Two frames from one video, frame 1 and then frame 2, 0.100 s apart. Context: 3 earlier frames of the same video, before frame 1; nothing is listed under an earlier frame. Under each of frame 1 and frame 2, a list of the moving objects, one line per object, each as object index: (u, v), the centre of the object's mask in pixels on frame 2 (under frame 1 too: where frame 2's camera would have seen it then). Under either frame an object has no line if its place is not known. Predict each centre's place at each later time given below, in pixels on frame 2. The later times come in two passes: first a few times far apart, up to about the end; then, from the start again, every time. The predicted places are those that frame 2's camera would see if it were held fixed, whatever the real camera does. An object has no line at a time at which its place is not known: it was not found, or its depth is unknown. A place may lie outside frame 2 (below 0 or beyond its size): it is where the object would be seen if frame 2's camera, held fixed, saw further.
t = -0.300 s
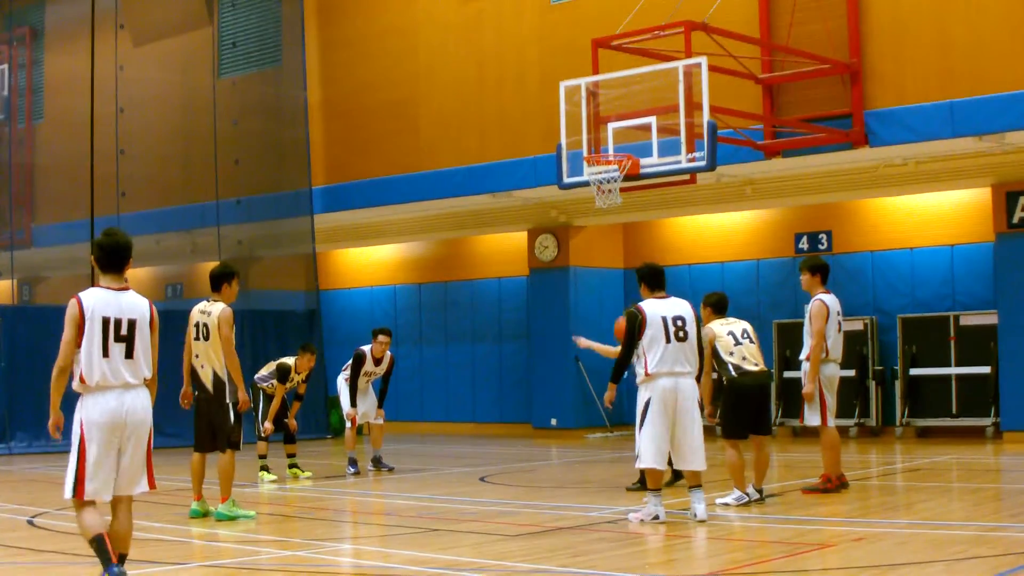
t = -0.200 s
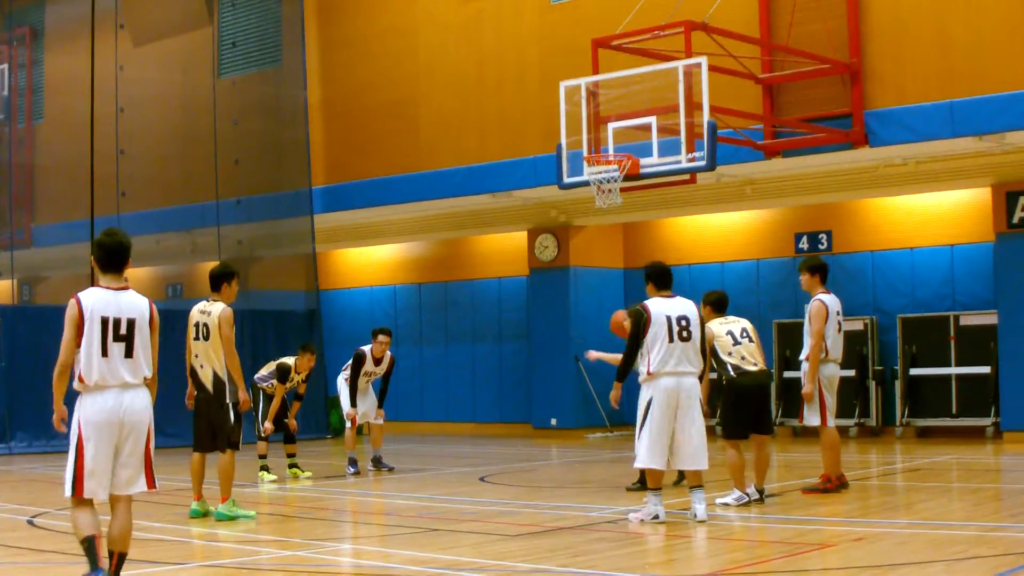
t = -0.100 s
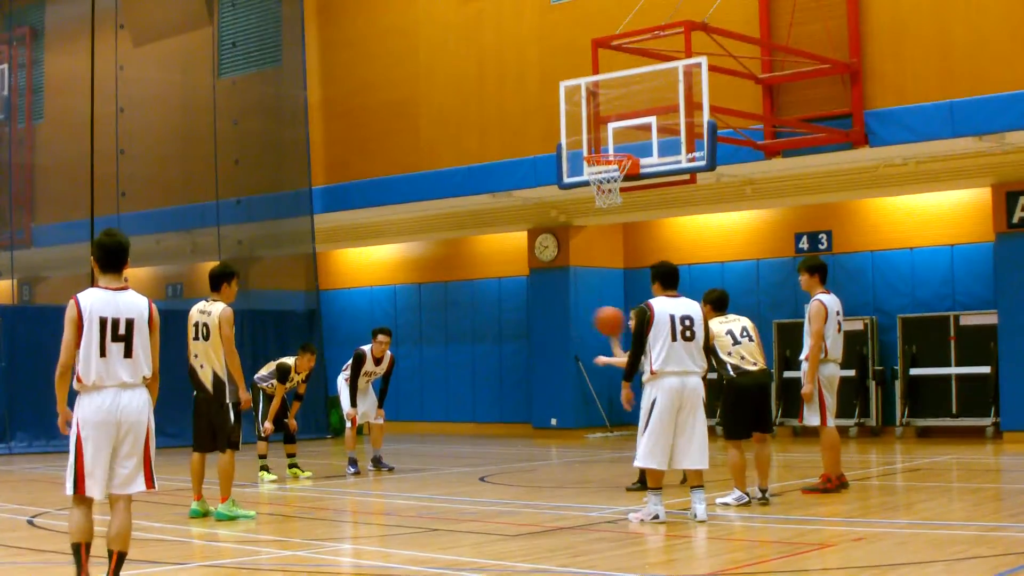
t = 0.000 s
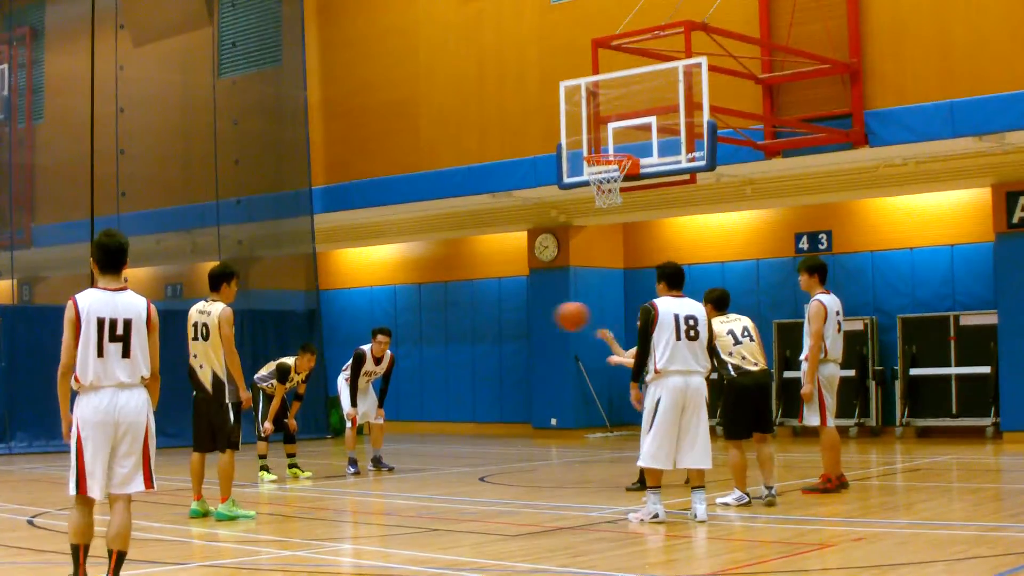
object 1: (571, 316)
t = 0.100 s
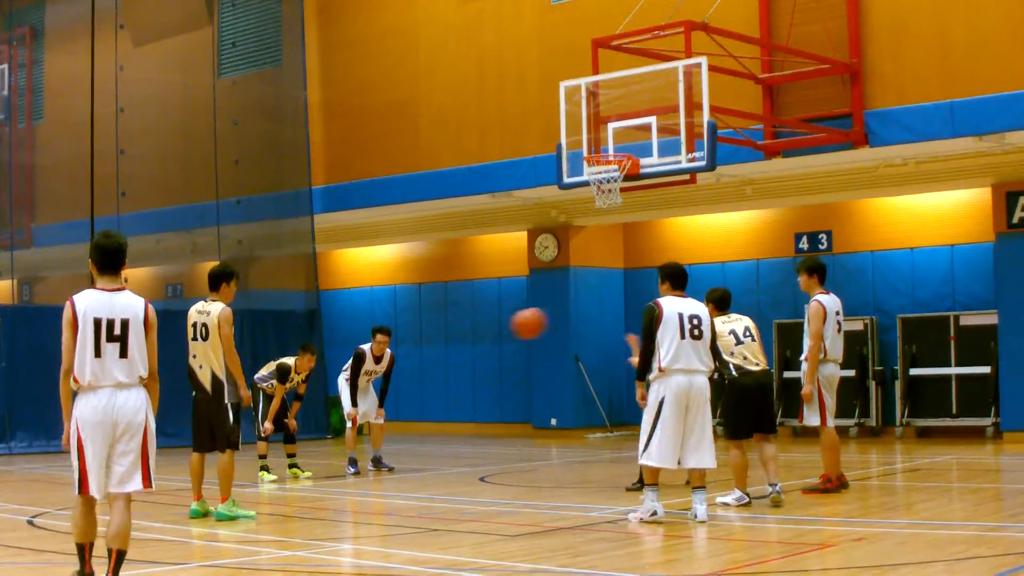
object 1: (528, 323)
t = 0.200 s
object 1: (484, 343)
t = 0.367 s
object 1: (409, 404)
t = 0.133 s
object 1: (514, 328)
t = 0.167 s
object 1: (500, 334)
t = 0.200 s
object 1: (484, 343)
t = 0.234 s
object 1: (469, 352)
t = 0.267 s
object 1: (454, 363)
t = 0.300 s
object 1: (438, 376)
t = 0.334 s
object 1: (424, 390)
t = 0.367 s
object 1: (409, 404)
